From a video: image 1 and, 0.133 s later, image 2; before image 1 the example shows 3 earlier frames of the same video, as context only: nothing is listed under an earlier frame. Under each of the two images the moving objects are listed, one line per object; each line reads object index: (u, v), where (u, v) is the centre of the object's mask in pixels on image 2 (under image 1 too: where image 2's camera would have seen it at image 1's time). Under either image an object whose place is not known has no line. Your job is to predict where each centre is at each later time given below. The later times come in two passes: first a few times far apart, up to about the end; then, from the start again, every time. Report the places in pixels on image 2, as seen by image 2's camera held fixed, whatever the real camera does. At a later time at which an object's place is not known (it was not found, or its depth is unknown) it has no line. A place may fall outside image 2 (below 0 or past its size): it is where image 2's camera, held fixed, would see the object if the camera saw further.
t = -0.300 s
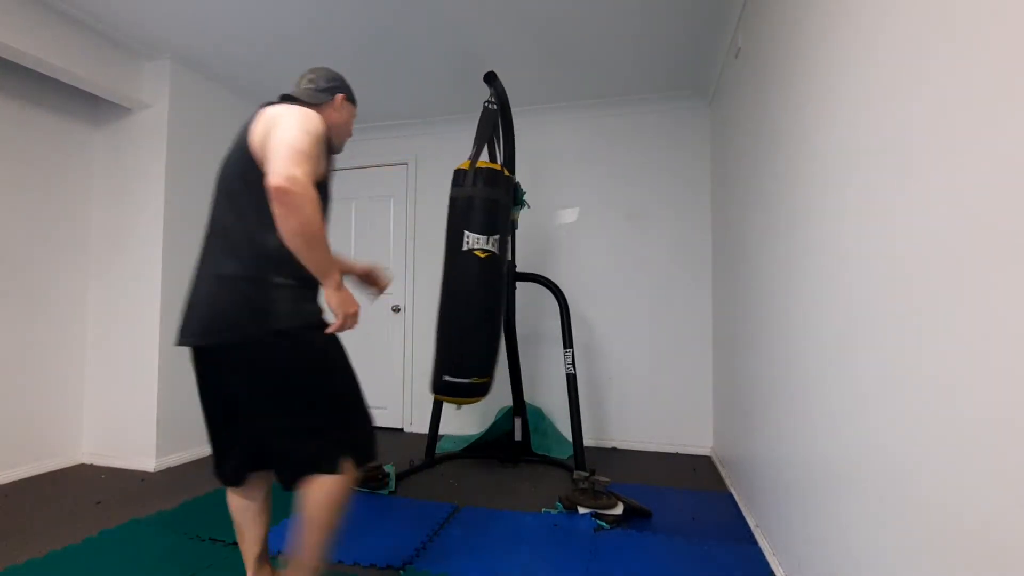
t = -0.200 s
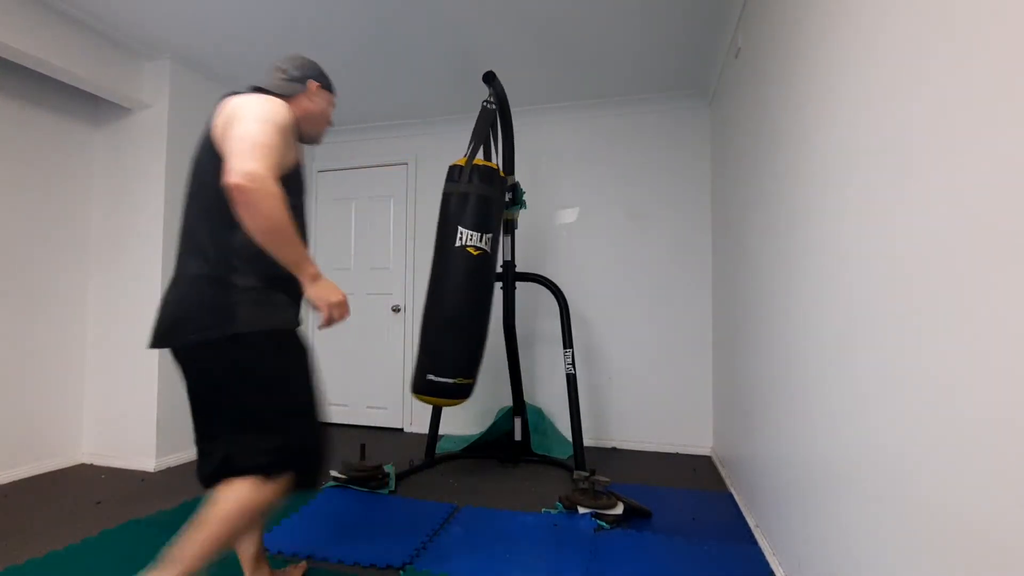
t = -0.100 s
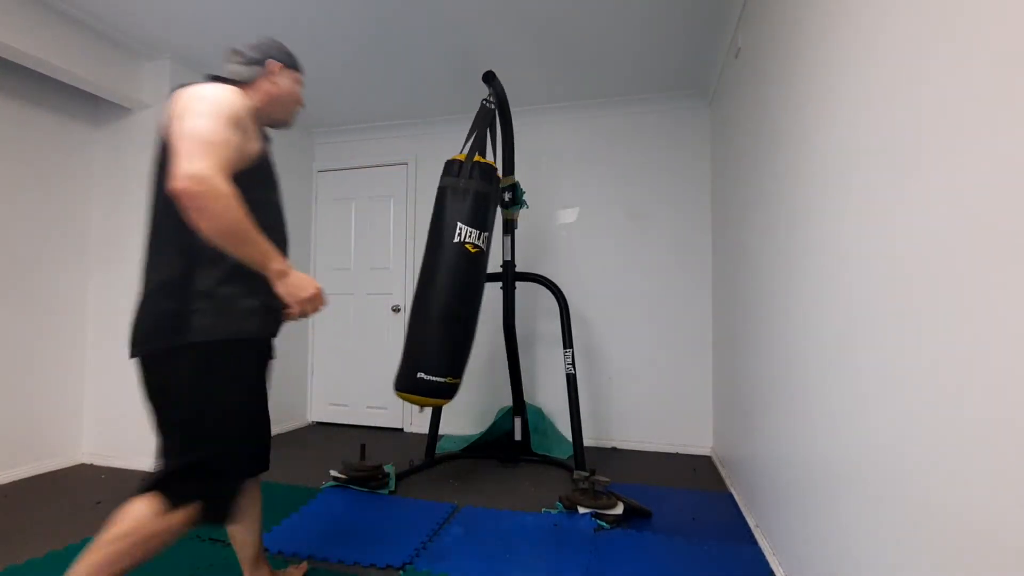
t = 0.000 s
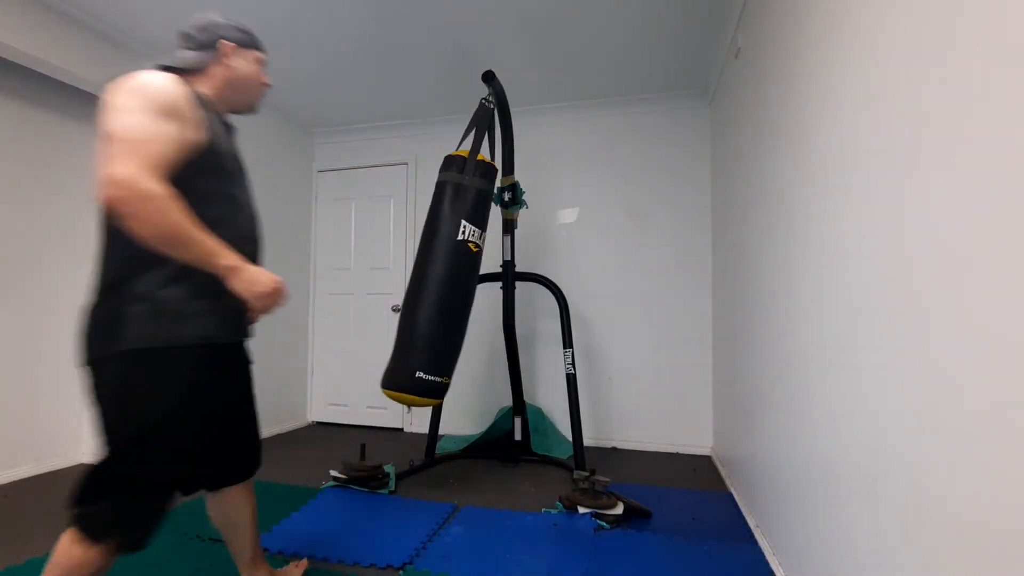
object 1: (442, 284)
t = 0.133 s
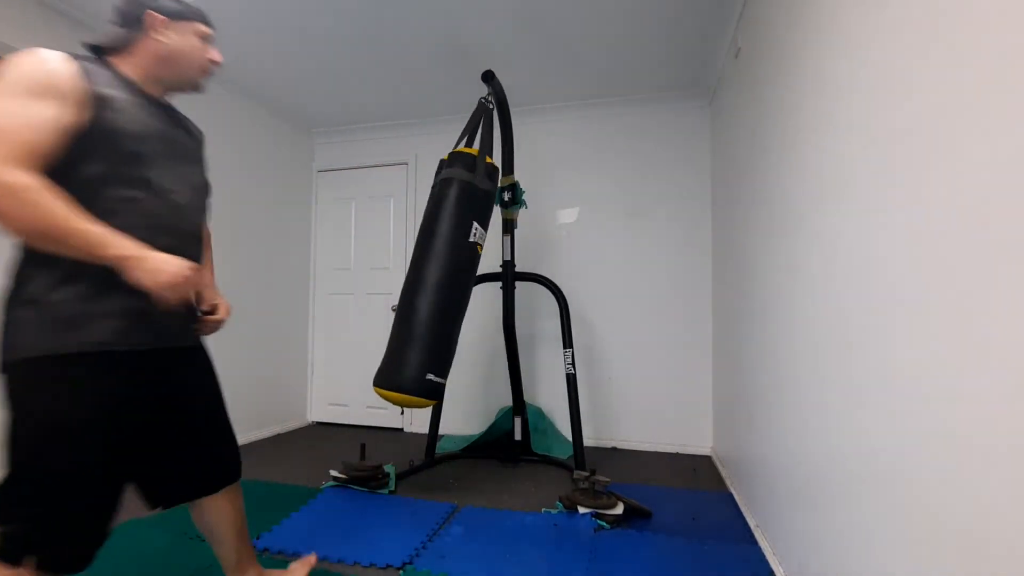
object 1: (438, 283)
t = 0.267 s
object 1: (442, 283)
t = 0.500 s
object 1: (465, 289)
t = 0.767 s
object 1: (500, 290)
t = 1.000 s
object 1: (521, 283)
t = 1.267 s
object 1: (524, 281)
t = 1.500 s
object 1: (509, 284)
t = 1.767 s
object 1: (485, 286)
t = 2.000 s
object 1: (463, 289)
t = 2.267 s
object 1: (453, 286)
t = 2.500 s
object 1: (460, 286)
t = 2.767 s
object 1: (485, 289)
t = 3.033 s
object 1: (511, 290)
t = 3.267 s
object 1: (523, 285)
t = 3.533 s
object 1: (520, 284)
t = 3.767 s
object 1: (506, 286)
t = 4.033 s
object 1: (483, 288)
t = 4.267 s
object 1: (465, 288)
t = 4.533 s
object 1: (458, 287)
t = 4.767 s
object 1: (467, 288)
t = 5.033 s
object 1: (490, 290)
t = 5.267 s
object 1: (509, 290)
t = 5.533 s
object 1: (521, 287)
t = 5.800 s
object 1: (516, 286)
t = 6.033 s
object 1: (502, 288)
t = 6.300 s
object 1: (481, 288)
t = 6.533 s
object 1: (465, 289)
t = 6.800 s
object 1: (461, 288)
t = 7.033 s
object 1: (471, 289)
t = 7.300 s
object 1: (493, 289)
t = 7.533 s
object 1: (510, 288)
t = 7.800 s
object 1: (519, 286)
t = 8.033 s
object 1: (514, 286)
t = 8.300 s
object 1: (498, 287)
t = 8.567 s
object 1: (480, 288)
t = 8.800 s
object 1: (466, 289)
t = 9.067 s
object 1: (464, 290)
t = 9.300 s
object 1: (475, 291)
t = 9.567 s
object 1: (496, 291)
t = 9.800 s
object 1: (511, 289)
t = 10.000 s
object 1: (516, 288)
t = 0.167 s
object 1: (439, 282)
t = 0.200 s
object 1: (439, 282)
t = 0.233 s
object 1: (441, 282)
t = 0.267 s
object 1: (442, 283)
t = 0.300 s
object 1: (445, 283)
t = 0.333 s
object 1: (447, 285)
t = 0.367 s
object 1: (450, 286)
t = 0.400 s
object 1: (453, 287)
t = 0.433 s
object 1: (457, 288)
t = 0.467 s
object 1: (461, 289)
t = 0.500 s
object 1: (465, 289)
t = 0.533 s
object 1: (469, 288)
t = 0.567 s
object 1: (474, 288)
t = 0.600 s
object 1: (479, 288)
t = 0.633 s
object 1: (483, 288)
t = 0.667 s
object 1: (488, 288)
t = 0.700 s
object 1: (492, 288)
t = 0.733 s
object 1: (496, 289)
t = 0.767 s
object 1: (500, 290)
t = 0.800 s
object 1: (504, 290)
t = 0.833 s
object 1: (508, 288)
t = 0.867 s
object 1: (511, 287)
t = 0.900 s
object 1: (514, 285)
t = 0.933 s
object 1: (517, 285)
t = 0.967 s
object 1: (519, 283)
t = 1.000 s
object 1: (521, 283)
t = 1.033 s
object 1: (523, 282)
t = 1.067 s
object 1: (524, 281)
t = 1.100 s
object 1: (526, 282)
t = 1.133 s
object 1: (526, 282)
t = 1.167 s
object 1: (526, 281)
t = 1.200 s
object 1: (526, 280)
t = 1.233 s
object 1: (525, 281)
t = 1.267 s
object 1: (524, 281)
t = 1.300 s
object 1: (522, 281)
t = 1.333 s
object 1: (520, 281)
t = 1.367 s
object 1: (518, 281)
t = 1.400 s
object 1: (516, 282)
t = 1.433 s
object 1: (514, 283)
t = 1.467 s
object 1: (512, 284)
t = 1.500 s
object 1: (509, 284)
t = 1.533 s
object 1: (507, 285)
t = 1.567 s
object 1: (504, 285)
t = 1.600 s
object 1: (501, 285)
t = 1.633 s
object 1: (498, 285)
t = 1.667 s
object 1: (494, 285)
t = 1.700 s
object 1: (491, 285)
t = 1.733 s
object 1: (488, 285)
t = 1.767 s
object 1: (485, 286)
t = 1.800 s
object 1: (482, 286)
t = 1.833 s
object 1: (479, 287)
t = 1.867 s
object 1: (475, 288)
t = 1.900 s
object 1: (472, 288)
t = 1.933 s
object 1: (469, 289)
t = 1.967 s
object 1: (466, 289)
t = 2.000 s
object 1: (463, 289)
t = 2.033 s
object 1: (461, 289)
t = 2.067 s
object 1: (459, 289)
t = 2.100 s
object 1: (457, 288)
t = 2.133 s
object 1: (455, 288)
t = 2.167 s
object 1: (454, 287)
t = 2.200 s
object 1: (453, 287)
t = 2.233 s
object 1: (453, 286)
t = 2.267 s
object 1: (453, 286)
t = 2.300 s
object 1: (453, 286)
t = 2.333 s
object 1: (453, 285)
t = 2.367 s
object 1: (454, 286)
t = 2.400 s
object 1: (455, 286)
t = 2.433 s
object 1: (456, 286)
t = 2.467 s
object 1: (458, 286)
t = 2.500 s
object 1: (460, 286)
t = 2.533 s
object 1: (463, 287)
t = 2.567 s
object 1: (465, 287)
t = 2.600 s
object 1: (468, 288)
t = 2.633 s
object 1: (472, 288)
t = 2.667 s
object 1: (475, 288)
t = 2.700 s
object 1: (478, 289)
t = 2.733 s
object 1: (481, 290)
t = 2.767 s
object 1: (485, 289)
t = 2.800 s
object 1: (489, 290)
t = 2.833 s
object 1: (492, 291)
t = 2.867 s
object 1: (496, 291)
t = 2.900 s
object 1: (499, 291)
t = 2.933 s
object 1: (502, 291)
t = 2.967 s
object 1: (506, 291)
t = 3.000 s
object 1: (509, 291)
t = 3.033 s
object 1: (511, 290)
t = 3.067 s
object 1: (514, 289)
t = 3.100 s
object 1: (516, 289)
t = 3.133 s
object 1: (518, 288)
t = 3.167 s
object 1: (520, 287)
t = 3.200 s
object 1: (521, 287)
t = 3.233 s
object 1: (522, 286)
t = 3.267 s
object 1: (523, 285)
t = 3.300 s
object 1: (523, 285)
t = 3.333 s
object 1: (524, 285)
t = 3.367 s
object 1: (524, 284)
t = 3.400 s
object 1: (523, 284)
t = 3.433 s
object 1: (523, 284)
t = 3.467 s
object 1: (522, 284)
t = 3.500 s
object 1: (521, 284)
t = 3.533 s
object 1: (520, 284)
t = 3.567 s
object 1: (518, 284)
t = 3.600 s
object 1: (517, 284)
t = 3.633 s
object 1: (515, 284)
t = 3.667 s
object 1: (513, 285)
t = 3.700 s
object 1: (511, 285)
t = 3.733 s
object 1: (508, 285)
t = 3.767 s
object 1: (506, 286)
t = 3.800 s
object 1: (503, 286)
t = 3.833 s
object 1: (500, 287)
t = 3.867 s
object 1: (498, 287)
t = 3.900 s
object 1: (495, 287)
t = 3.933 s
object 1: (492, 287)
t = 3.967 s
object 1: (489, 288)
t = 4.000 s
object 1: (486, 288)
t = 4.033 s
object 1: (483, 288)
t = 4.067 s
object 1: (480, 288)
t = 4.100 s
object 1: (477, 288)
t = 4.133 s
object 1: (474, 289)
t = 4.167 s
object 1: (472, 289)
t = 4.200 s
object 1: (469, 289)
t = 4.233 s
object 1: (467, 288)
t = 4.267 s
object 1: (465, 288)
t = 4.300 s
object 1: (463, 288)
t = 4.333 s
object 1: (461, 288)
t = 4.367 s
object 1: (460, 288)
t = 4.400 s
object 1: (459, 287)
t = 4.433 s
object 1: (458, 287)
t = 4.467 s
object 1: (458, 287)
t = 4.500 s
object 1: (458, 287)
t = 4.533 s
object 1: (458, 287)
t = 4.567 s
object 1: (458, 287)
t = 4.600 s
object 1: (459, 287)
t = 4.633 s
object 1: (460, 287)
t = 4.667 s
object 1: (461, 287)
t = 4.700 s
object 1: (463, 288)
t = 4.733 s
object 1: (465, 288)
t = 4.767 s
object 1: (467, 288)
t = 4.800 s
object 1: (469, 288)
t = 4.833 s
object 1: (472, 289)
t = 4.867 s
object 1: (475, 289)
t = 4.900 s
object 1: (478, 290)
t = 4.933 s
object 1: (481, 290)
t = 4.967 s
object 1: (484, 290)
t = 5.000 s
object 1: (487, 290)
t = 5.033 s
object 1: (490, 290)
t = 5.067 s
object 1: (493, 290)
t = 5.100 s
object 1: (496, 291)
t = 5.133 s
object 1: (499, 291)
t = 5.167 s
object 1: (502, 291)
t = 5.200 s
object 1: (504, 290)
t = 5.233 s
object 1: (507, 290)
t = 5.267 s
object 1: (509, 290)
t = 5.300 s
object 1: (512, 290)
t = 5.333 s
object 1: (514, 290)
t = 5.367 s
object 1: (515, 289)
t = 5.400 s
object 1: (517, 289)
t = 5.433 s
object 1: (518, 289)
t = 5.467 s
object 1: (519, 288)
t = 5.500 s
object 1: (520, 288)
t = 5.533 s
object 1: (521, 287)
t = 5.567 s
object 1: (521, 287)
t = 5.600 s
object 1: (521, 287)
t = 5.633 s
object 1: (521, 287)
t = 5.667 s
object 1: (520, 287)
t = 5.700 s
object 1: (520, 287)
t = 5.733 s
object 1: (519, 286)
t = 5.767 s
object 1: (518, 287)
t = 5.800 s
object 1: (516, 286)
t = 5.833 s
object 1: (515, 287)
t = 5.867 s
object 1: (513, 287)
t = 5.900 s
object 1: (511, 287)
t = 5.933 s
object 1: (509, 287)
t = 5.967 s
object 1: (507, 287)
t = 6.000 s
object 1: (504, 287)
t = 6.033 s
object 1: (502, 288)
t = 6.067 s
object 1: (499, 288)
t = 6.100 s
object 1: (497, 288)
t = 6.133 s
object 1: (494, 288)
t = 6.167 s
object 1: (491, 288)
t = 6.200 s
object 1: (489, 288)
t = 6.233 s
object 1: (486, 288)
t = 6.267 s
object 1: (484, 288)
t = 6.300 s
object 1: (481, 288)
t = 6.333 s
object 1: (479, 288)
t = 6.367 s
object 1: (476, 288)
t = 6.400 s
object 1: (473, 289)
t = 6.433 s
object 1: (471, 289)
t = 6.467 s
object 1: (469, 289)
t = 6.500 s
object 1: (467, 289)
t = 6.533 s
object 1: (465, 289)
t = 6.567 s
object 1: (464, 289)
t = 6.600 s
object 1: (463, 289)
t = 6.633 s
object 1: (462, 288)
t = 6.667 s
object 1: (461, 288)
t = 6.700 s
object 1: (460, 288)
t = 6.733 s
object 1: (460, 288)
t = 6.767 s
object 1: (460, 288)
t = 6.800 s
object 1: (461, 288)
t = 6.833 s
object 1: (461, 288)
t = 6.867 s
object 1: (462, 288)
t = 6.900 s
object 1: (464, 288)
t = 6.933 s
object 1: (465, 289)
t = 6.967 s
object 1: (467, 288)
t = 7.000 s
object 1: (469, 289)
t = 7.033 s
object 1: (471, 289)
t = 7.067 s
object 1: (473, 289)
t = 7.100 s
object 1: (476, 289)
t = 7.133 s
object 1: (479, 289)
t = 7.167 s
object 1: (482, 289)
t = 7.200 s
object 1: (484, 289)
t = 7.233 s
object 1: (487, 289)
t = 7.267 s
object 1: (490, 289)
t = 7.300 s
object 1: (493, 289)
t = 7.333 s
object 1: (496, 289)
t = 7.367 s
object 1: (498, 289)
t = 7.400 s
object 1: (501, 289)
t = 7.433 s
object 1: (503, 289)
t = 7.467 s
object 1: (506, 288)
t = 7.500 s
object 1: (508, 288)
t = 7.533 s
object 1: (510, 288)
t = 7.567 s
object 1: (512, 288)
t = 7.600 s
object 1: (513, 288)
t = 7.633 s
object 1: (515, 287)
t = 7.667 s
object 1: (516, 287)
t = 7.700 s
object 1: (517, 287)
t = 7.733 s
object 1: (518, 287)
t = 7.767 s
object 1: (518, 286)
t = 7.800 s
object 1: (519, 286)
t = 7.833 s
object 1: (518, 286)
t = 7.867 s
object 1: (518, 286)
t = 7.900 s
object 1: (518, 286)
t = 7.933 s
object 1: (517, 286)
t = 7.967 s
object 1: (516, 286)
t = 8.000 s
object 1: (515, 286)
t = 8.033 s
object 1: (514, 286)
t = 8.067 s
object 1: (513, 286)
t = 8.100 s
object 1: (511, 286)
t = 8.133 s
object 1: (509, 286)
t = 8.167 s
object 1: (507, 286)
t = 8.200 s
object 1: (505, 287)
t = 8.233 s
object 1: (503, 287)
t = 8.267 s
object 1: (501, 287)
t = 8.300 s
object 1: (498, 287)
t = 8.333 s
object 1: (496, 287)
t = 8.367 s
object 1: (494, 287)
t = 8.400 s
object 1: (491, 287)
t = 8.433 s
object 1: (489, 288)
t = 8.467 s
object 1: (487, 288)
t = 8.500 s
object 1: (484, 288)
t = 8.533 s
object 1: (482, 287)
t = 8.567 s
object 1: (480, 288)
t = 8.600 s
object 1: (477, 288)
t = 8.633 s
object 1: (475, 288)
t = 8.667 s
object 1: (473, 289)
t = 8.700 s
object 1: (471, 289)
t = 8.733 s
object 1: (469, 289)
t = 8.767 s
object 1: (467, 289)
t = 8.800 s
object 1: (466, 289)
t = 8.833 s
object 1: (465, 289)
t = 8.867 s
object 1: (464, 289)
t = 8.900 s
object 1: (463, 289)
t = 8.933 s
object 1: (463, 289)
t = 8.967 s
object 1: (463, 289)
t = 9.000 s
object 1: (463, 289)
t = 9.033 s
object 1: (463, 290)
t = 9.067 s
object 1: (464, 290)
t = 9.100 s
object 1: (465, 290)
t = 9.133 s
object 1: (466, 290)
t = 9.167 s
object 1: (467, 290)
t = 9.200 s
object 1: (469, 290)
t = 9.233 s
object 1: (471, 290)
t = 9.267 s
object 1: (473, 291)
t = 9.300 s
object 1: (475, 291)
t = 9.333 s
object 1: (478, 291)
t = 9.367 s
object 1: (480, 291)
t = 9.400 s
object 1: (482, 291)
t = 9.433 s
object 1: (485, 291)
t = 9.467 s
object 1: (488, 291)
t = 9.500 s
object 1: (490, 291)
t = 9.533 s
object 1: (493, 291)
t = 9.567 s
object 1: (496, 291)
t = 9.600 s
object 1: (498, 290)
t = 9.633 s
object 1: (500, 290)
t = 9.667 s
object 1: (503, 290)
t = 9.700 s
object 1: (505, 290)
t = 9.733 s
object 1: (507, 290)
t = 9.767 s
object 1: (509, 289)
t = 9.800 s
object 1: (511, 289)
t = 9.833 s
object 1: (512, 289)
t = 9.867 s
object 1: (513, 289)
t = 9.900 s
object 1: (514, 288)
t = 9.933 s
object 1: (515, 288)
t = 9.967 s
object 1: (516, 288)
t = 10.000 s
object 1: (516, 288)
